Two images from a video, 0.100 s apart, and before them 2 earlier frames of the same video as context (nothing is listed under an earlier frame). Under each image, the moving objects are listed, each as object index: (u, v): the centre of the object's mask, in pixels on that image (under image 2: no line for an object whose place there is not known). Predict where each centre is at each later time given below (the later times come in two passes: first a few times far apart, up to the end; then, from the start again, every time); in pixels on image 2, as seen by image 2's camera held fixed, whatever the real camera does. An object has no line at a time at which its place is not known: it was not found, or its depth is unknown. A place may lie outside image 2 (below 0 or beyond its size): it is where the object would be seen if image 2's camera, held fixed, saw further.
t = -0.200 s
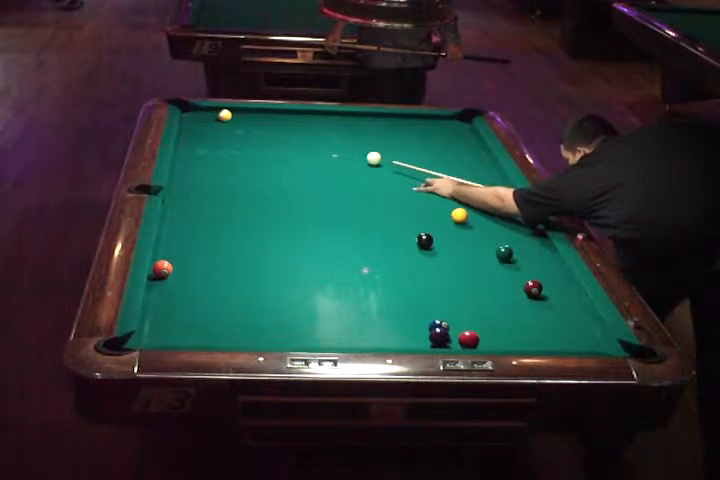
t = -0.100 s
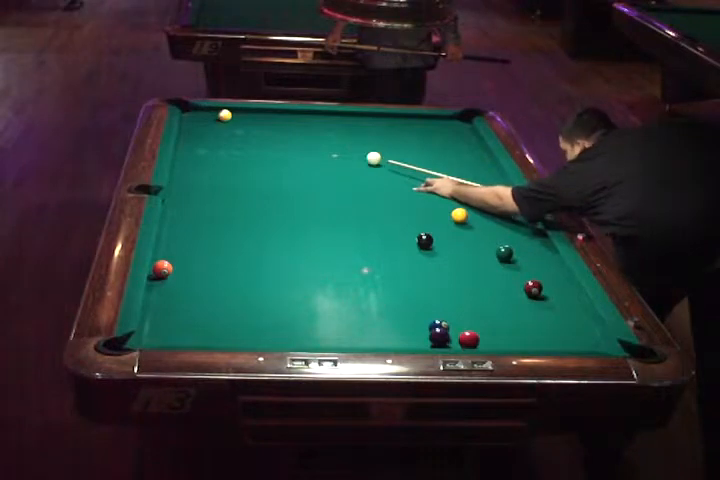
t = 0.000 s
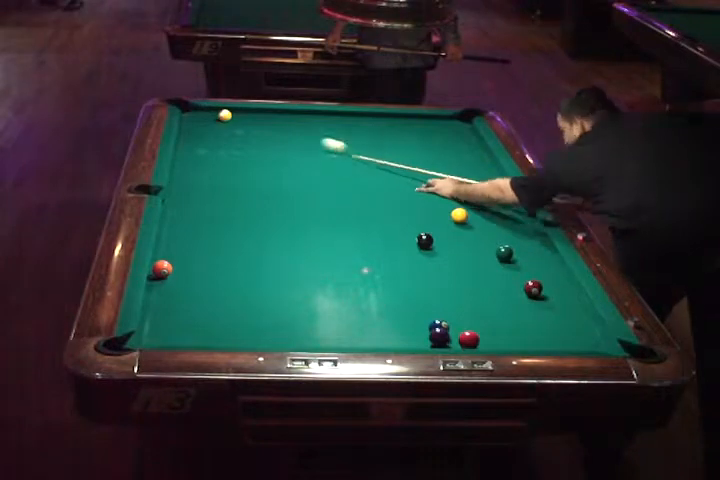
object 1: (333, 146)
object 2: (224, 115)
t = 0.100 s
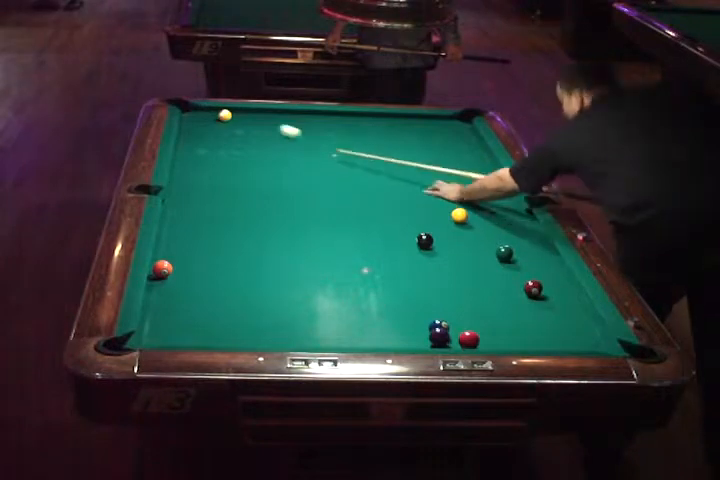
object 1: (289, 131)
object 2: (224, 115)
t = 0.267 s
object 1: (238, 113)
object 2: (216, 114)
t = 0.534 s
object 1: (231, 121)
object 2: (216, 113)
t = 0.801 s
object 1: (218, 138)
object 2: (264, 113)
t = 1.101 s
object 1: (204, 158)
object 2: (315, 113)
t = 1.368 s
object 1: (190, 177)
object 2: (359, 113)
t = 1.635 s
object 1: (176, 197)
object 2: (398, 115)
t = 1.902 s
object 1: (172, 217)
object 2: (435, 117)
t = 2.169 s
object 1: (177, 237)
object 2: (465, 119)
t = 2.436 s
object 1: (182, 259)
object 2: (459, 116)
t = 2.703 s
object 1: (187, 282)
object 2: (464, 118)
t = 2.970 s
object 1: (193, 306)
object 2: (467, 119)
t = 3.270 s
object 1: (201, 334)
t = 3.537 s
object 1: (208, 330)
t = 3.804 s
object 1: (215, 314)
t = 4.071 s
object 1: (222, 301)
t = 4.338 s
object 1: (228, 288)
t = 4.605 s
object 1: (234, 277)
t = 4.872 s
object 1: (240, 267)
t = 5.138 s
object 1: (245, 258)
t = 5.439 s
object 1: (250, 249)
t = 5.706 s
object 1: (254, 242)
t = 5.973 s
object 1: (257, 237)
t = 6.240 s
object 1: (261, 231)
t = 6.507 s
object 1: (263, 227)
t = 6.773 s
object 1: (266, 223)
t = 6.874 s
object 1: (267, 222)
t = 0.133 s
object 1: (276, 127)
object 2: (224, 115)
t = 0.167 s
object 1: (264, 124)
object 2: (224, 115)
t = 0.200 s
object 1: (252, 120)
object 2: (225, 115)
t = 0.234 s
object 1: (241, 116)
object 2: (224, 115)
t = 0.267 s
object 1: (238, 113)
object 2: (216, 114)
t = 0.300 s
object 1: (237, 110)
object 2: (205, 114)
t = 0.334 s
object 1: (236, 110)
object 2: (195, 113)
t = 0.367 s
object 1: (236, 112)
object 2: (188, 113)
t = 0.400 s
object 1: (235, 114)
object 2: (192, 113)
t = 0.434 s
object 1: (234, 116)
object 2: (199, 113)
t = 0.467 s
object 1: (232, 118)
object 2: (204, 113)
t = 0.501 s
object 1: (231, 120)
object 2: (210, 113)
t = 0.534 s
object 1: (231, 121)
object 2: (216, 113)
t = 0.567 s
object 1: (229, 124)
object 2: (223, 113)
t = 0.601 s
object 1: (227, 126)
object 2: (229, 113)
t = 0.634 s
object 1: (226, 128)
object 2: (235, 113)
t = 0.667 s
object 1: (224, 130)
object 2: (241, 113)
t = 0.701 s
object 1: (223, 132)
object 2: (247, 113)
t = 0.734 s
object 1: (221, 134)
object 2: (253, 113)
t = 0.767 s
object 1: (220, 136)
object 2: (258, 113)
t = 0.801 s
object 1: (218, 138)
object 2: (264, 113)
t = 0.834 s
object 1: (217, 140)
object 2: (270, 113)
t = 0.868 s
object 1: (215, 142)
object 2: (276, 113)
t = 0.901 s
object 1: (214, 145)
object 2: (281, 113)
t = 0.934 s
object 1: (212, 146)
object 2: (287, 113)
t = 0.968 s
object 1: (210, 149)
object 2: (293, 113)
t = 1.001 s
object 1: (209, 151)
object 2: (299, 113)
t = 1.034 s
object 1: (207, 153)
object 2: (304, 113)
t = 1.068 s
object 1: (206, 156)
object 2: (310, 113)
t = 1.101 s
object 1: (204, 158)
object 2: (315, 113)
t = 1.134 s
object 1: (202, 160)
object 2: (321, 113)
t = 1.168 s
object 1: (201, 162)
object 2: (326, 113)
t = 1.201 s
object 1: (199, 165)
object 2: (331, 113)
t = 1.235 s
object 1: (198, 167)
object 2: (337, 113)
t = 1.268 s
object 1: (195, 169)
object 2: (343, 113)
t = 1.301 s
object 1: (194, 172)
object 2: (348, 113)
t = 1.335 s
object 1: (192, 174)
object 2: (353, 113)
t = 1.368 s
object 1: (190, 177)
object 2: (359, 113)
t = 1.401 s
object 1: (189, 179)
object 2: (363, 113)
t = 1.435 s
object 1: (187, 182)
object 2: (368, 113)
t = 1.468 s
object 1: (185, 184)
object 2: (374, 113)
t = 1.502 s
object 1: (183, 186)
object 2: (378, 114)
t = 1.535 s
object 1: (182, 189)
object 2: (383, 114)
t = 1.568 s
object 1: (180, 192)
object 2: (388, 115)
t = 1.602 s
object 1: (178, 194)
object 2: (393, 115)
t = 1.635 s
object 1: (176, 197)
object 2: (398, 115)
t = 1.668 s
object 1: (175, 199)
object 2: (402, 116)
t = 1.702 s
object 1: (172, 202)
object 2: (407, 116)
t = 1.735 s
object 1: (170, 204)
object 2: (412, 116)
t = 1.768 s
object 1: (169, 207)
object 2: (416, 116)
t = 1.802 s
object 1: (170, 209)
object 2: (421, 117)
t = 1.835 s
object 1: (170, 212)
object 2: (426, 117)
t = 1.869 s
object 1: (171, 215)
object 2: (430, 117)
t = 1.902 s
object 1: (172, 217)
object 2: (435, 117)
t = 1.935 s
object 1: (172, 219)
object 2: (440, 118)
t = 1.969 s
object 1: (173, 222)
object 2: (443, 118)
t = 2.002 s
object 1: (174, 224)
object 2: (448, 118)
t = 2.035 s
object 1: (174, 227)
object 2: (453, 119)
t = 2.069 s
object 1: (175, 230)
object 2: (457, 119)
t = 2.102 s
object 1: (175, 232)
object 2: (461, 119)
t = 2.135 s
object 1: (176, 235)
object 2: (465, 119)
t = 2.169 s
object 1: (177, 237)
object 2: (465, 119)
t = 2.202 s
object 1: (177, 240)
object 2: (463, 118)
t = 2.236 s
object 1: (178, 242)
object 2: (462, 118)
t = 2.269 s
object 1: (179, 245)
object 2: (461, 117)
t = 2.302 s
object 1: (179, 248)
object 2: (460, 117)
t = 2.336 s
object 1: (180, 251)
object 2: (458, 116)
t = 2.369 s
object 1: (180, 254)
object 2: (457, 116)
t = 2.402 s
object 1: (181, 257)
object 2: (458, 116)
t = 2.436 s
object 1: (182, 259)
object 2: (459, 116)
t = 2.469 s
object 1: (182, 262)
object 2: (460, 116)
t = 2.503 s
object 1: (182, 265)
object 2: (460, 117)
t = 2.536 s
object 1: (183, 268)
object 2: (461, 117)
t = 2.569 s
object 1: (184, 271)
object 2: (461, 117)
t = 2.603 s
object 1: (185, 273)
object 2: (462, 117)
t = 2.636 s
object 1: (186, 277)
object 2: (463, 118)
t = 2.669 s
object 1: (186, 280)
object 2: (463, 118)
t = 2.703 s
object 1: (187, 282)
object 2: (464, 118)
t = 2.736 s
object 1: (188, 285)
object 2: (465, 118)
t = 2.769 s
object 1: (189, 288)
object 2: (466, 118)
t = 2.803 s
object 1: (189, 291)
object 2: (466, 118)
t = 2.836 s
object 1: (190, 294)
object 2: (467, 118)
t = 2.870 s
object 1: (191, 297)
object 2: (467, 119)
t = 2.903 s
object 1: (192, 300)
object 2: (468, 119)
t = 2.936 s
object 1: (192, 303)
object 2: (468, 119)
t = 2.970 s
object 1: (193, 306)
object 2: (467, 119)
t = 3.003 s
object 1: (194, 309)
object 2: (467, 119)
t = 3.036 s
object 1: (195, 312)
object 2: (467, 119)
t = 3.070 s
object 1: (195, 315)
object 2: (467, 119)
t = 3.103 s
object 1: (196, 318)
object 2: (467, 118)
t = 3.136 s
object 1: (197, 322)
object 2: (466, 119)
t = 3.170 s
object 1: (198, 324)
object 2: (466, 119)
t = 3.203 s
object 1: (199, 328)
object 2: (466, 119)
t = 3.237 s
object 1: (200, 331)
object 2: (466, 119)
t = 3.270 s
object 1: (201, 334)
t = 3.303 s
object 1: (202, 336)
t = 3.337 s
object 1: (203, 339)
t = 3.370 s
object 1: (204, 338)
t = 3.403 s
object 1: (204, 337)
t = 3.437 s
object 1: (206, 335)
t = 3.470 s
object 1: (206, 334)
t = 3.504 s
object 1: (207, 332)
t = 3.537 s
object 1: (208, 330)
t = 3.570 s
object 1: (209, 328)
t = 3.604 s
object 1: (210, 326)
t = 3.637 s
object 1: (211, 324)
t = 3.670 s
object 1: (211, 322)
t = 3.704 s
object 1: (212, 320)
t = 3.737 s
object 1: (213, 318)
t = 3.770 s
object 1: (214, 316)
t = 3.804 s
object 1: (215, 314)
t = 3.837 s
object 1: (216, 313)
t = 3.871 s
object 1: (217, 311)
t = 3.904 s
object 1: (218, 309)
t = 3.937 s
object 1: (218, 307)
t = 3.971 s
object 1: (219, 306)
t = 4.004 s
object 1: (220, 304)
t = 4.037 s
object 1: (221, 302)
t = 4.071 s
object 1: (222, 301)
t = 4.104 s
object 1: (223, 299)
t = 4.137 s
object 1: (224, 298)
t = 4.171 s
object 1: (224, 296)
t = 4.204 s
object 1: (225, 294)
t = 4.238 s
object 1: (226, 293)
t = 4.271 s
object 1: (227, 291)
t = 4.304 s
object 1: (228, 290)
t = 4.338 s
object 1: (228, 288)
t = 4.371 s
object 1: (229, 287)
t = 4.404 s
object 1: (230, 285)
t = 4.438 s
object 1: (231, 284)
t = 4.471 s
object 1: (231, 283)
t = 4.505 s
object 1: (233, 281)
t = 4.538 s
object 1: (233, 280)
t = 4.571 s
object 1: (234, 279)
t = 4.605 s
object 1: (234, 277)
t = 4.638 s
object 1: (235, 276)
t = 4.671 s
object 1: (236, 274)
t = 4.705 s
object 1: (236, 273)
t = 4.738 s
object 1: (237, 272)
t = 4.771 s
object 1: (238, 271)
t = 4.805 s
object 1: (238, 269)
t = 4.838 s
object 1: (239, 268)
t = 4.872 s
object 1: (240, 267)
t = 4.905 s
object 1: (240, 266)
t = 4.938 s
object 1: (241, 265)
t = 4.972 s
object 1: (242, 263)
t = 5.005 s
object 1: (242, 262)
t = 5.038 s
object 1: (243, 261)
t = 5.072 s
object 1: (243, 260)
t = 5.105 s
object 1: (244, 259)
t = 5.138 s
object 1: (245, 258)
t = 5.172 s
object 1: (246, 257)
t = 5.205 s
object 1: (246, 256)
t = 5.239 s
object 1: (246, 255)
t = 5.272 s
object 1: (247, 254)
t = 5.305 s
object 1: (248, 253)
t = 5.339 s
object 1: (248, 252)
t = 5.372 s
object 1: (249, 251)
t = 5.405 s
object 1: (249, 250)
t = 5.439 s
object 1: (250, 249)
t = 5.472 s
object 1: (250, 249)
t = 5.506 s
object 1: (251, 247)
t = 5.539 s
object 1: (251, 247)
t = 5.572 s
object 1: (252, 246)
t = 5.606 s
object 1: (252, 245)
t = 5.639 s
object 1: (253, 244)
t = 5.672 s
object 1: (254, 243)
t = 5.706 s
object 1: (254, 242)
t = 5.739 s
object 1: (254, 242)
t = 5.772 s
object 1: (255, 241)
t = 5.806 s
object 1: (255, 240)
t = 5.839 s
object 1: (256, 239)
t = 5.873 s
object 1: (256, 239)
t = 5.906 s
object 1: (257, 238)
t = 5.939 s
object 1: (257, 237)
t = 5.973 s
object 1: (257, 237)
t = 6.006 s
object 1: (258, 236)
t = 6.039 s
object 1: (258, 235)
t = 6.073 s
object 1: (259, 234)
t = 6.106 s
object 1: (259, 234)
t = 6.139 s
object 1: (260, 233)
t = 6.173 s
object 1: (260, 233)
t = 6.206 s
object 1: (260, 232)
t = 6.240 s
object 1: (261, 231)
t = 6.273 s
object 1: (261, 231)
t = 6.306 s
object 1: (261, 230)
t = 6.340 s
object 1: (262, 230)
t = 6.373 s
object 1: (262, 229)
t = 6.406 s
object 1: (262, 229)
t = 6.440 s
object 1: (263, 228)
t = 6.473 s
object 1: (263, 228)
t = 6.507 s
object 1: (263, 227)
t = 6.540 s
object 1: (264, 226)
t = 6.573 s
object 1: (264, 226)
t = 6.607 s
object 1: (264, 225)
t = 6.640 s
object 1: (265, 225)
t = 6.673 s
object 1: (265, 225)
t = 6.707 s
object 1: (265, 224)
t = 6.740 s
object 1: (265, 224)
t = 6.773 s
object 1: (266, 223)
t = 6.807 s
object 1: (266, 223)
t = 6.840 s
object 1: (266, 222)
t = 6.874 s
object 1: (267, 222)
